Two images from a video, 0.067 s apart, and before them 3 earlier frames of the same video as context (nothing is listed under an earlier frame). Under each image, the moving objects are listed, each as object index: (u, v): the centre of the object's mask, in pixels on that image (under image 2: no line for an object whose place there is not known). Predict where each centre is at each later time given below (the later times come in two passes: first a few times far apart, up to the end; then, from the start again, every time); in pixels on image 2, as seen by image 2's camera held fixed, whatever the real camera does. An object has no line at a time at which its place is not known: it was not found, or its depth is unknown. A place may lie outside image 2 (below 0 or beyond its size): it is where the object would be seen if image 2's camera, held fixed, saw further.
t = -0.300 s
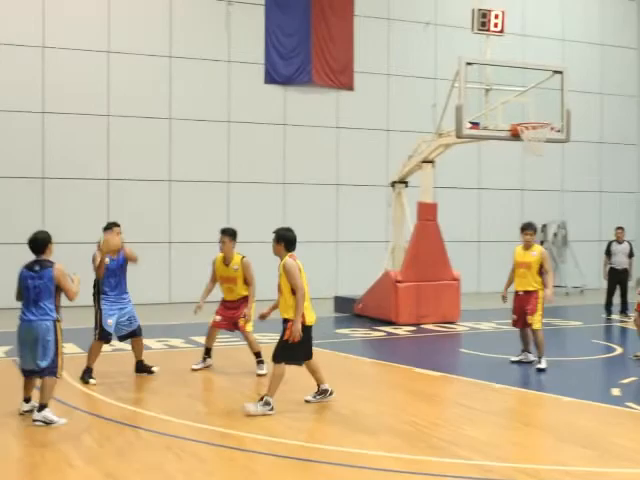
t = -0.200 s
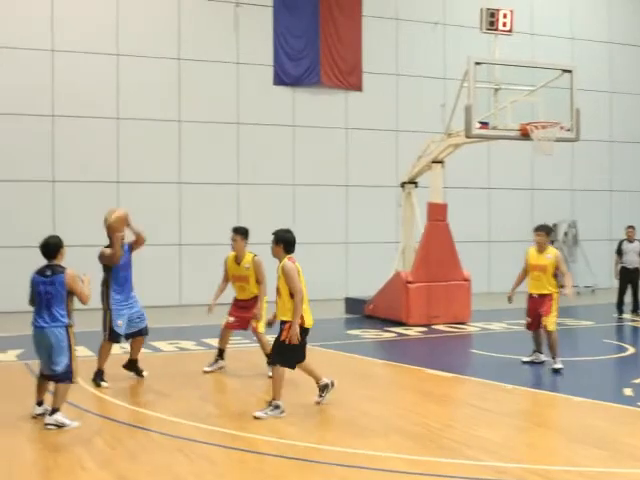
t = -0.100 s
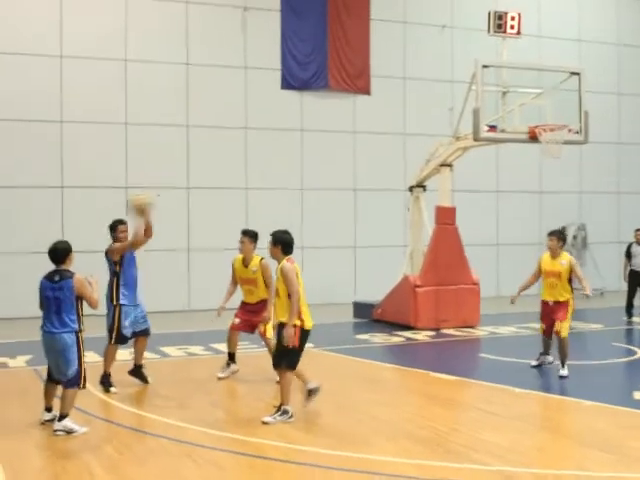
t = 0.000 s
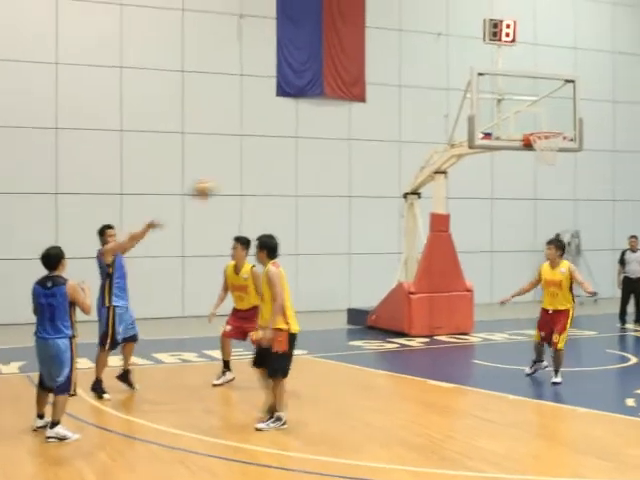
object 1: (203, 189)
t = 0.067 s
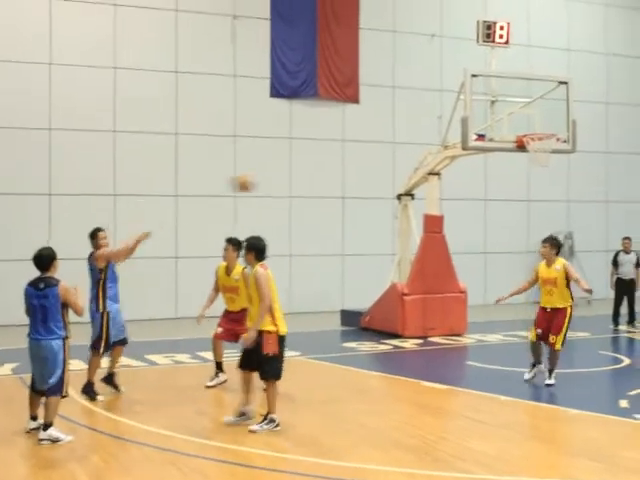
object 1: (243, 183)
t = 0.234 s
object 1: (349, 181)
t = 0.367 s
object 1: (424, 196)
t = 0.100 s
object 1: (265, 181)
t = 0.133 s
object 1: (287, 180)
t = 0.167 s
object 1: (308, 179)
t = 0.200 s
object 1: (329, 180)
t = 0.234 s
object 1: (349, 181)
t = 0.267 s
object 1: (369, 183)
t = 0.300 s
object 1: (387, 186)
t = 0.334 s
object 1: (404, 190)
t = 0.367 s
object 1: (424, 196)
